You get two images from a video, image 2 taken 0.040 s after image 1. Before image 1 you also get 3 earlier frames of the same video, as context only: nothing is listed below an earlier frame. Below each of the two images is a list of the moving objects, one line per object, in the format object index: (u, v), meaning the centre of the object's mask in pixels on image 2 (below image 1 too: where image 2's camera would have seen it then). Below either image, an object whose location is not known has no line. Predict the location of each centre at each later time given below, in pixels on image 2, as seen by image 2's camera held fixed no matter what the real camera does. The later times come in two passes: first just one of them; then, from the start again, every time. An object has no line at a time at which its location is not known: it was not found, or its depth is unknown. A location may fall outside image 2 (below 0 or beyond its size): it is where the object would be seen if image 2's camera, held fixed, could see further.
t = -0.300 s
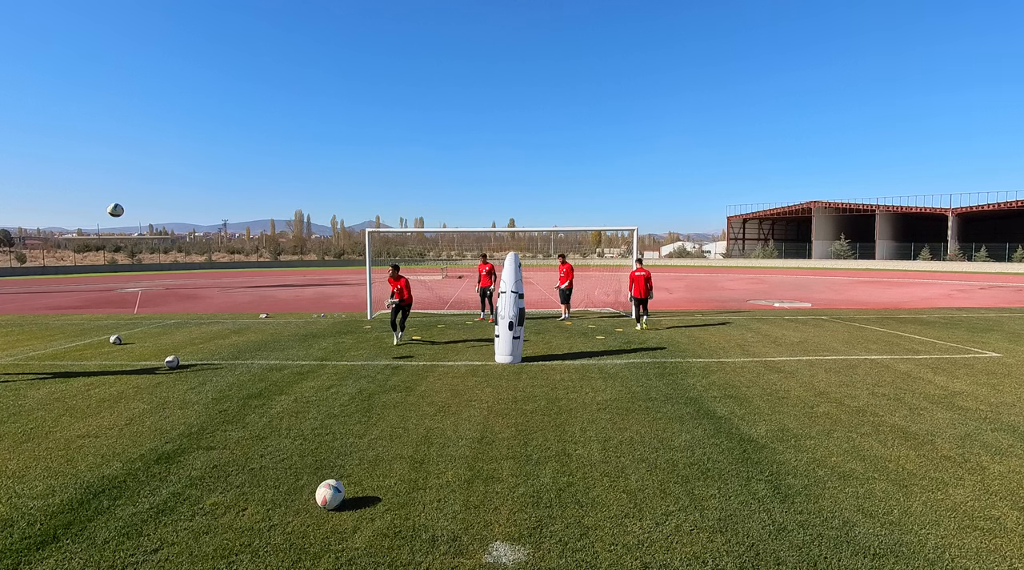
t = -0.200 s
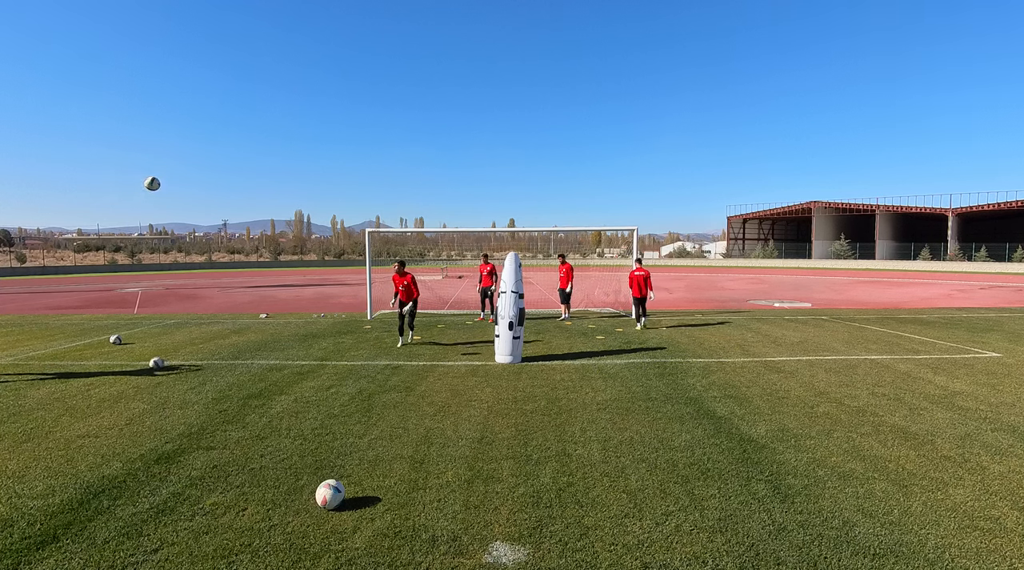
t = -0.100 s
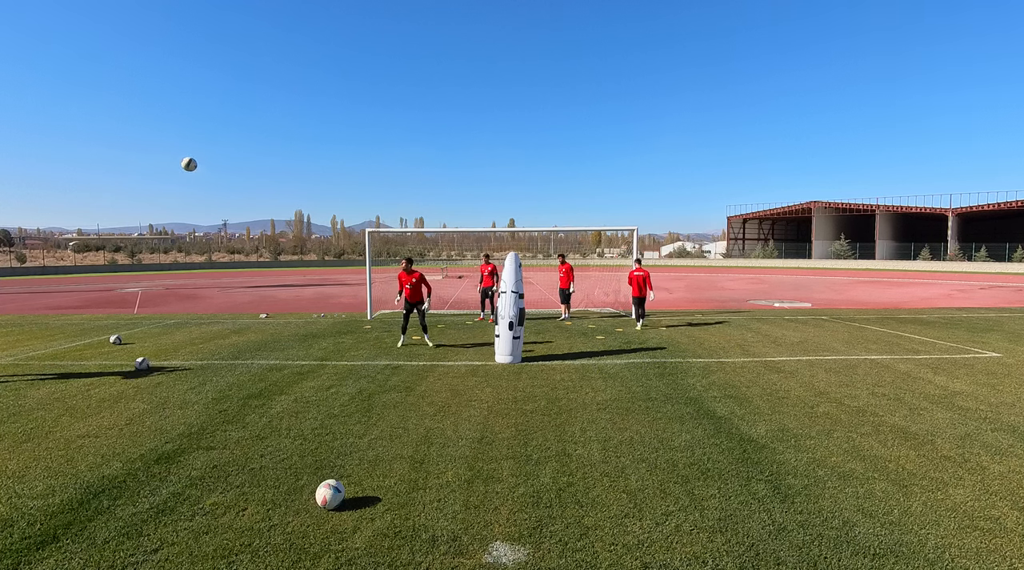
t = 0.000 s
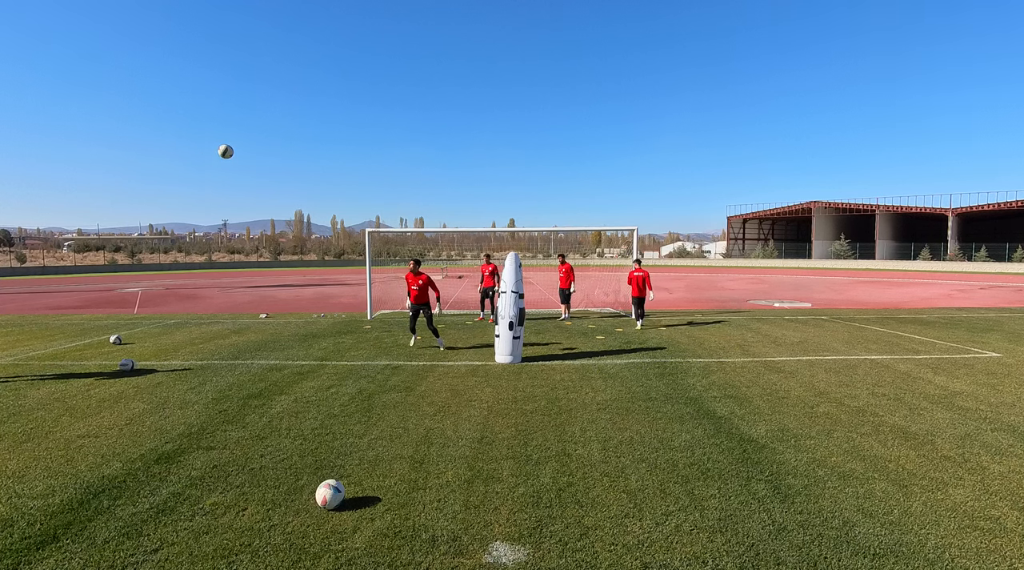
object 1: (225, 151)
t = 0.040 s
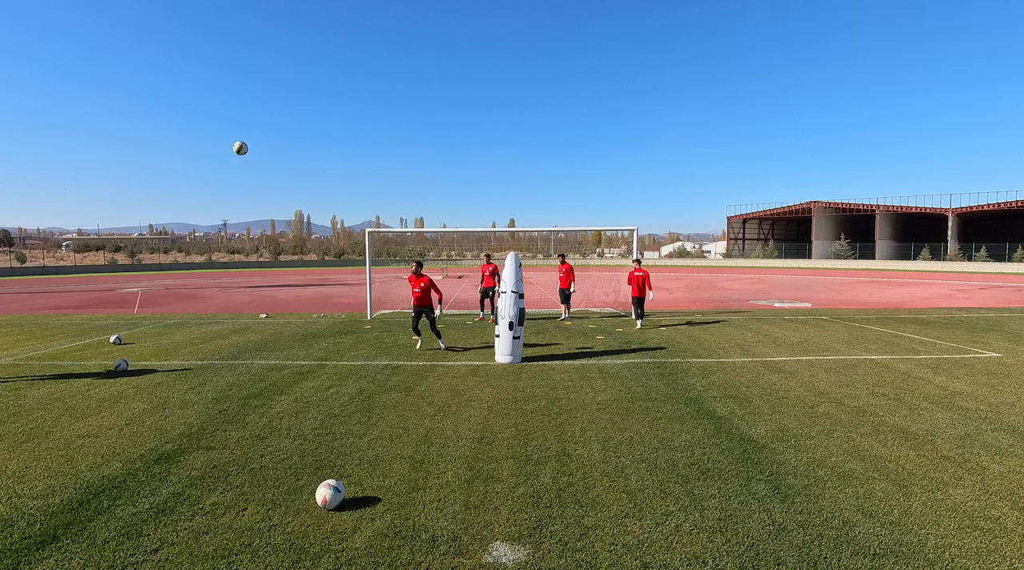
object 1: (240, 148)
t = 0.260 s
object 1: (320, 148)
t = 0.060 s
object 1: (247, 147)
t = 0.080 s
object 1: (255, 145)
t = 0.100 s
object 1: (262, 145)
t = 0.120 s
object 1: (269, 144)
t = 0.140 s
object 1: (276, 144)
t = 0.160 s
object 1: (284, 144)
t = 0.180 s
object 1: (291, 144)
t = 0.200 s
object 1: (298, 145)
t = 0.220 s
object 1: (306, 146)
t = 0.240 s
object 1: (313, 147)
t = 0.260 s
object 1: (320, 148)
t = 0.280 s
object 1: (327, 150)
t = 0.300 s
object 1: (334, 152)
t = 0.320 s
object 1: (342, 154)
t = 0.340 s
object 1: (349, 156)
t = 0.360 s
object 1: (356, 158)
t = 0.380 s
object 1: (363, 161)
